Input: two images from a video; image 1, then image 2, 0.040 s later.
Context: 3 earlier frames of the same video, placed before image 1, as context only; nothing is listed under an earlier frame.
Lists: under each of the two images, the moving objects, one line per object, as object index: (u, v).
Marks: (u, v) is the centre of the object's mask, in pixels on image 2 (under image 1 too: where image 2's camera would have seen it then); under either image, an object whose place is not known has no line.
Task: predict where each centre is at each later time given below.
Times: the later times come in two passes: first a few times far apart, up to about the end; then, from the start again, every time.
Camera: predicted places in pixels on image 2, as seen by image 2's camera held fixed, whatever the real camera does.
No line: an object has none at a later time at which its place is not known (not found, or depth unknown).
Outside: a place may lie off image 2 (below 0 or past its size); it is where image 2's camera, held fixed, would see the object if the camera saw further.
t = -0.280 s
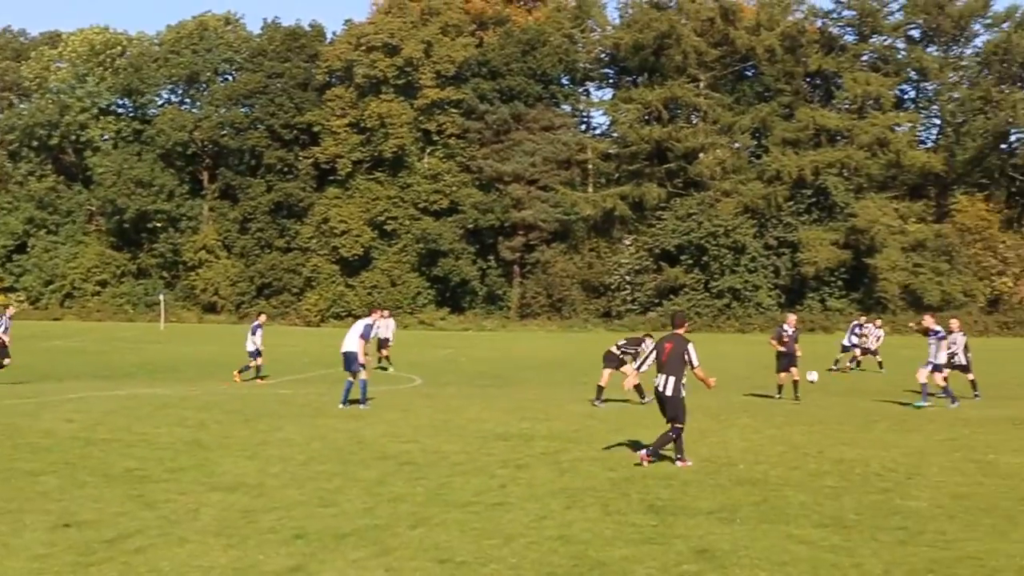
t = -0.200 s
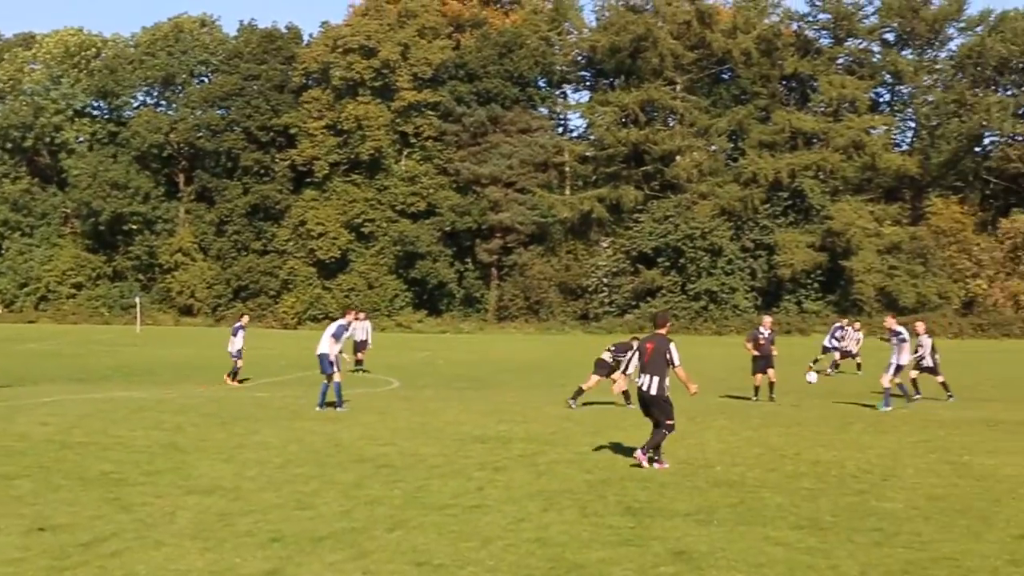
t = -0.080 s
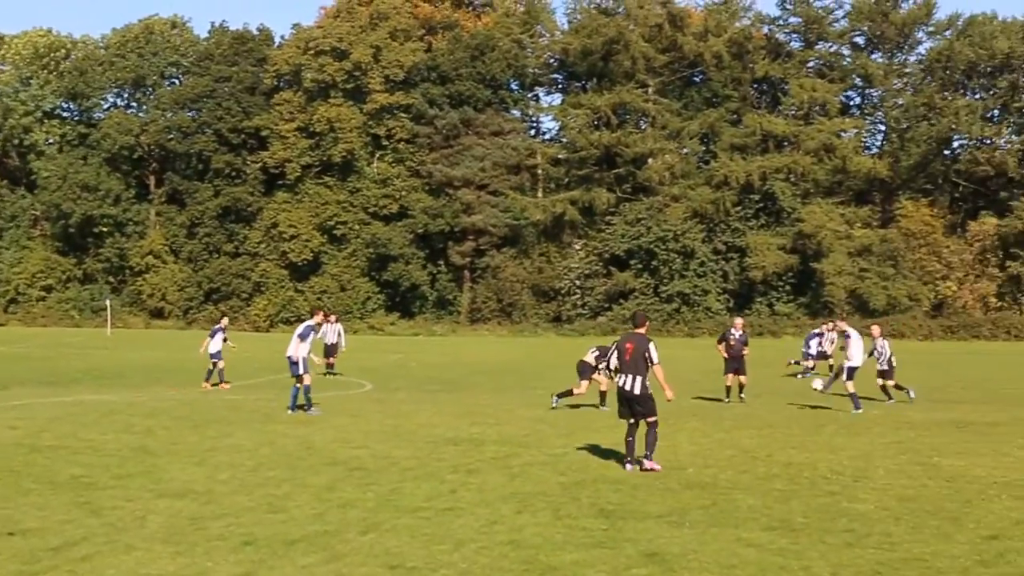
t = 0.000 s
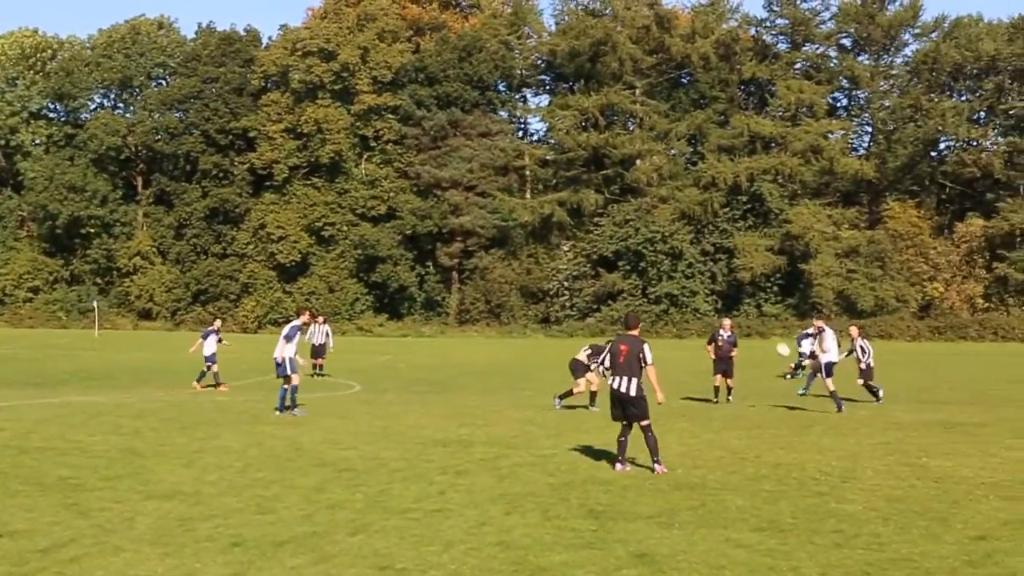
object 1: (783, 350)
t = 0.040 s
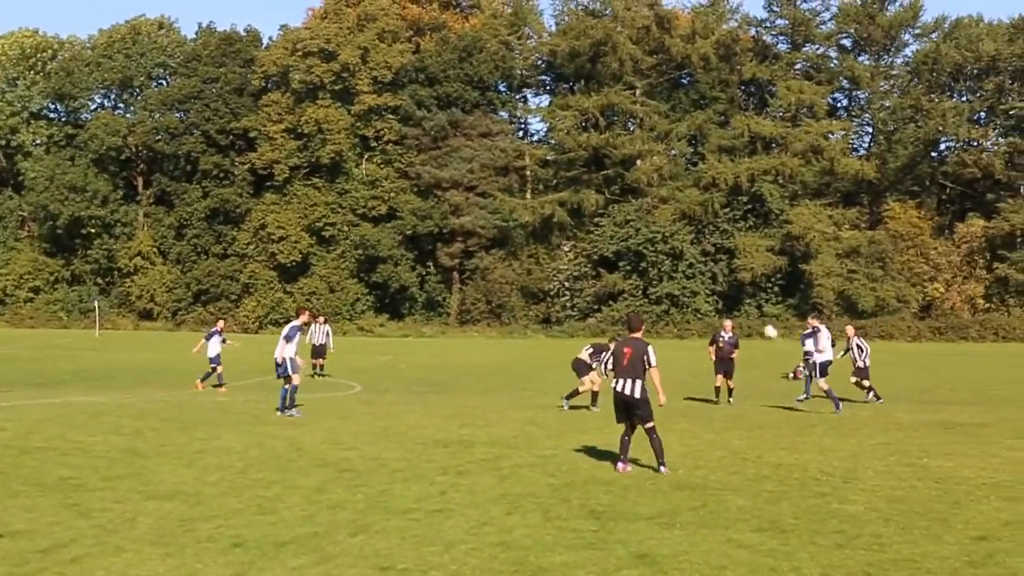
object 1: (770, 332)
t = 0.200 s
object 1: (718, 267)
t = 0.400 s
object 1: (654, 205)
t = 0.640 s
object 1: (580, 158)
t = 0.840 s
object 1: (519, 141)
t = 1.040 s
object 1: (459, 147)
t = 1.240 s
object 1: (399, 173)
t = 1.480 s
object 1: (326, 234)
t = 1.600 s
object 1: (290, 276)
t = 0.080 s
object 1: (756, 314)
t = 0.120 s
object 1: (744, 298)
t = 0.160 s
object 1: (731, 282)
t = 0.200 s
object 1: (718, 267)
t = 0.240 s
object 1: (705, 253)
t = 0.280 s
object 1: (692, 240)
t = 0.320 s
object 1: (680, 227)
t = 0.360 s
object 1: (667, 215)
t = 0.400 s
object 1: (654, 205)
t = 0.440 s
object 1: (642, 195)
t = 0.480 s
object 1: (629, 186)
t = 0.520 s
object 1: (617, 177)
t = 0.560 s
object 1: (604, 170)
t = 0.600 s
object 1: (592, 163)
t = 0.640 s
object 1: (580, 158)
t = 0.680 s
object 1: (568, 152)
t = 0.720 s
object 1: (556, 149)
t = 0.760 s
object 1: (544, 145)
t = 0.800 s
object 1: (531, 143)
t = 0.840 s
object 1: (519, 141)
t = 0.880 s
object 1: (507, 140)
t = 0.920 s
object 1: (495, 140)
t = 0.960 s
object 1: (483, 142)
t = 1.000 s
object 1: (471, 144)
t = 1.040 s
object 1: (459, 147)
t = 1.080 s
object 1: (447, 150)
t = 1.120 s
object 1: (435, 155)
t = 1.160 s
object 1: (423, 160)
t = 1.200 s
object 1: (411, 166)
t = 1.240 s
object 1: (399, 173)
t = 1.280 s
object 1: (387, 181)
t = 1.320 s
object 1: (375, 190)
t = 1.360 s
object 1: (363, 199)
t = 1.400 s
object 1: (350, 210)
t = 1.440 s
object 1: (339, 222)
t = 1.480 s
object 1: (326, 234)
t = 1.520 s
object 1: (314, 247)
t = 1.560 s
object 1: (302, 261)
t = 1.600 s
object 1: (290, 276)
